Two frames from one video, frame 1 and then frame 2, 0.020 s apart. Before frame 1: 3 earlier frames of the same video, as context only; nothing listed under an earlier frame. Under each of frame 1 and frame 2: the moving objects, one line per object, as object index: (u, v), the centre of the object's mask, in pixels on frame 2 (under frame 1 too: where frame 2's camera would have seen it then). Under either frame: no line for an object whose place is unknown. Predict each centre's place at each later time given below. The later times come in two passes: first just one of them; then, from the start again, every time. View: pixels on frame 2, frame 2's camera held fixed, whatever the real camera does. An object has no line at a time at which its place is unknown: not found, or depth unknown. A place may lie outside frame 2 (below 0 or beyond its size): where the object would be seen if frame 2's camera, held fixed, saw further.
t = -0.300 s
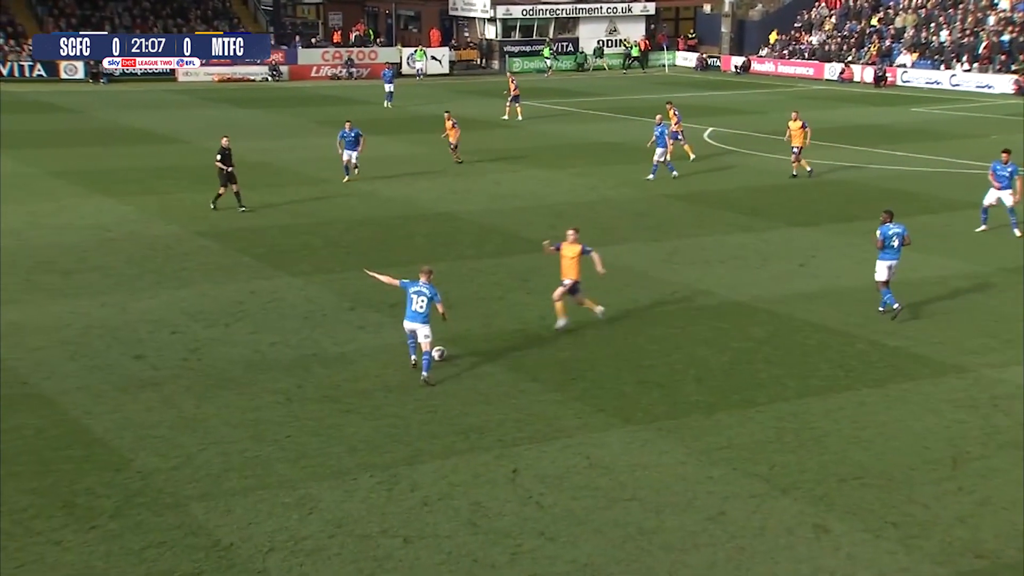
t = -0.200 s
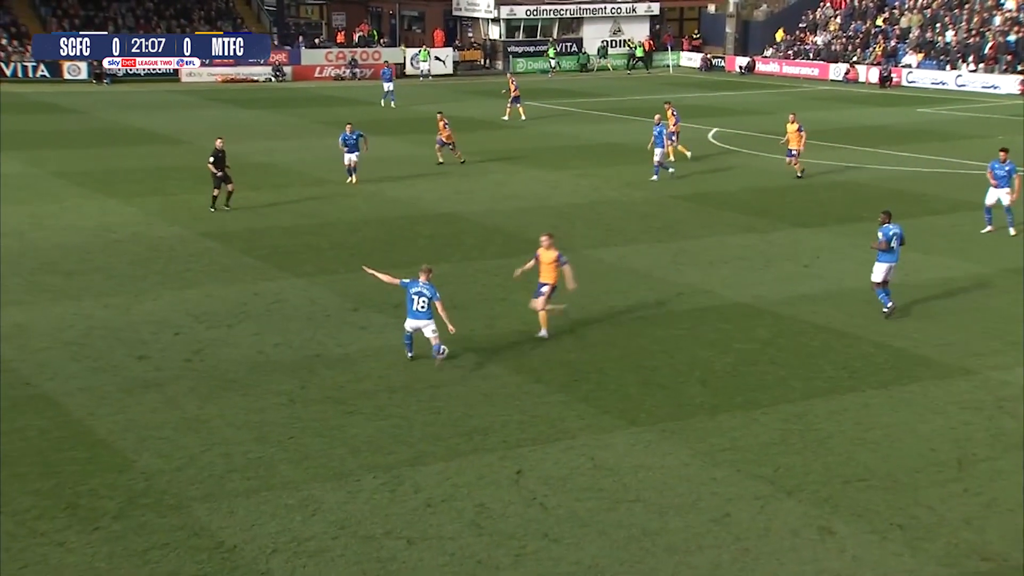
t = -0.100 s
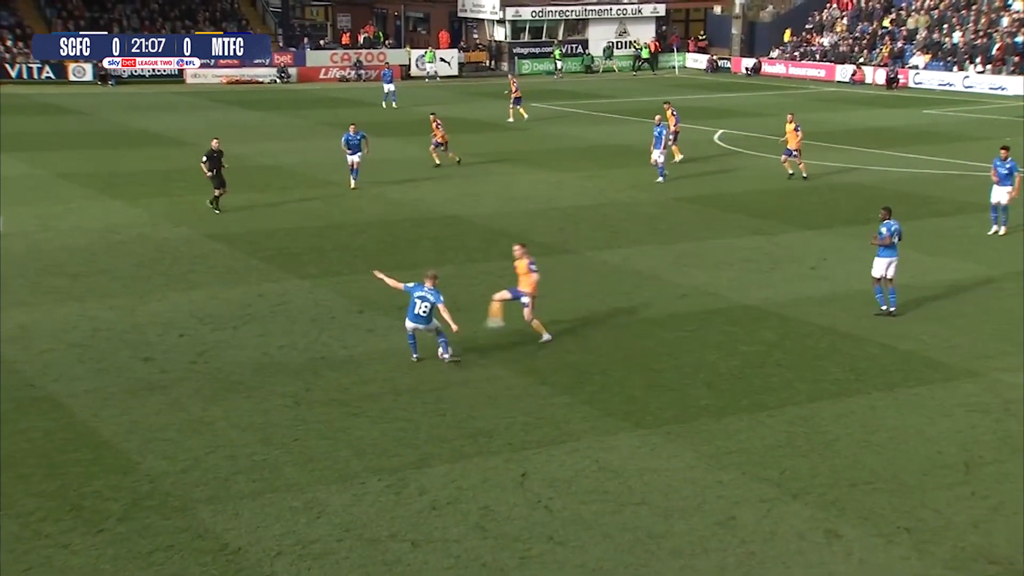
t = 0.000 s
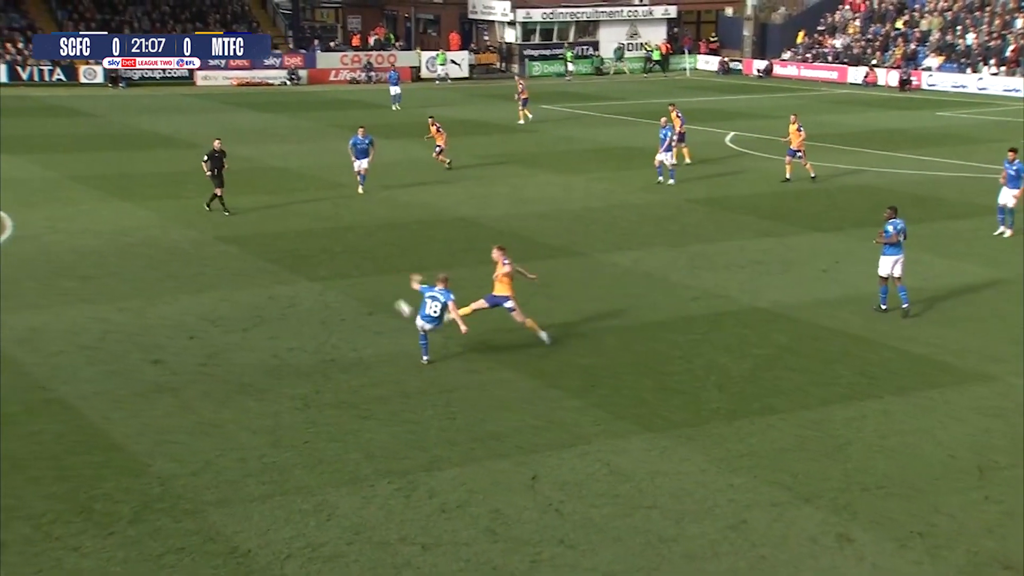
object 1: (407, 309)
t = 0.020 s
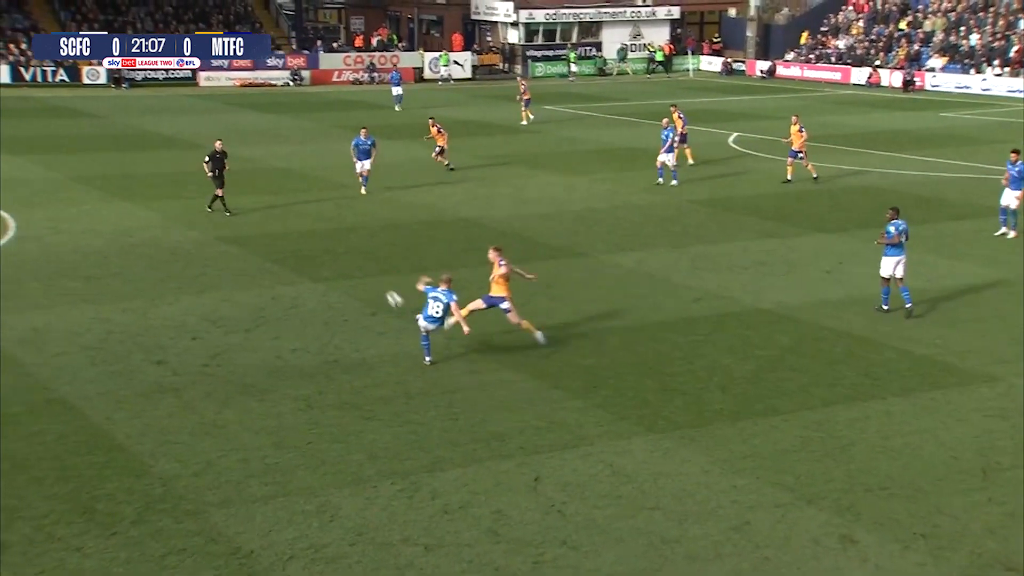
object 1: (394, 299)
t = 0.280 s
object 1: (261, 231)
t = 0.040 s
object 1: (382, 291)
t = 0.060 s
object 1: (370, 283)
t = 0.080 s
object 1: (360, 275)
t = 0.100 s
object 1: (348, 268)
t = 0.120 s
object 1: (338, 262)
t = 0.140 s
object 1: (327, 256)
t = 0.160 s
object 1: (317, 251)
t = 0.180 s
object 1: (307, 246)
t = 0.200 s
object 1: (297, 242)
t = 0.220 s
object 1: (288, 239)
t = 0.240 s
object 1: (279, 236)
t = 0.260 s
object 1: (269, 234)
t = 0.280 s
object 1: (261, 231)
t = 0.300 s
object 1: (252, 229)
